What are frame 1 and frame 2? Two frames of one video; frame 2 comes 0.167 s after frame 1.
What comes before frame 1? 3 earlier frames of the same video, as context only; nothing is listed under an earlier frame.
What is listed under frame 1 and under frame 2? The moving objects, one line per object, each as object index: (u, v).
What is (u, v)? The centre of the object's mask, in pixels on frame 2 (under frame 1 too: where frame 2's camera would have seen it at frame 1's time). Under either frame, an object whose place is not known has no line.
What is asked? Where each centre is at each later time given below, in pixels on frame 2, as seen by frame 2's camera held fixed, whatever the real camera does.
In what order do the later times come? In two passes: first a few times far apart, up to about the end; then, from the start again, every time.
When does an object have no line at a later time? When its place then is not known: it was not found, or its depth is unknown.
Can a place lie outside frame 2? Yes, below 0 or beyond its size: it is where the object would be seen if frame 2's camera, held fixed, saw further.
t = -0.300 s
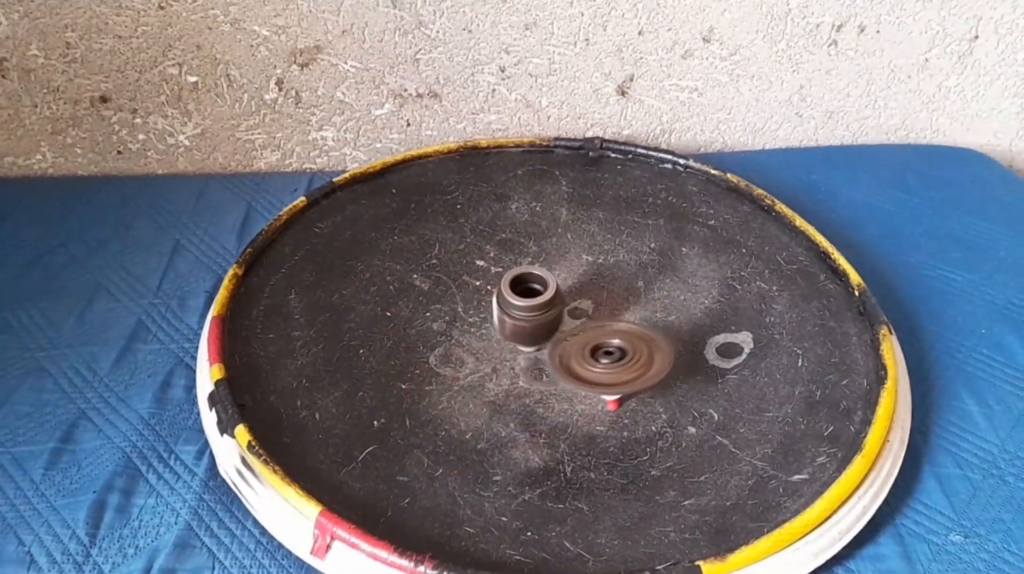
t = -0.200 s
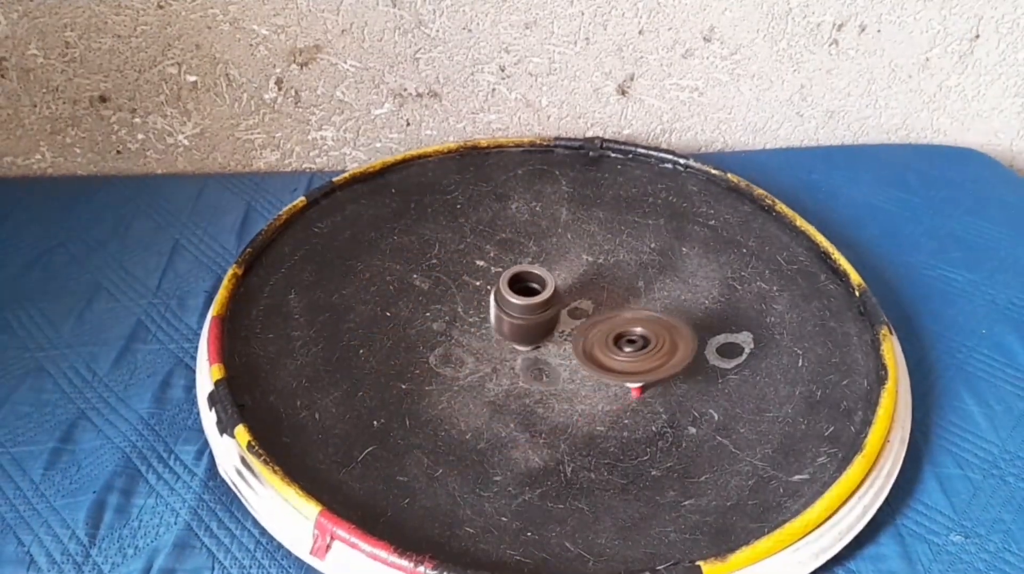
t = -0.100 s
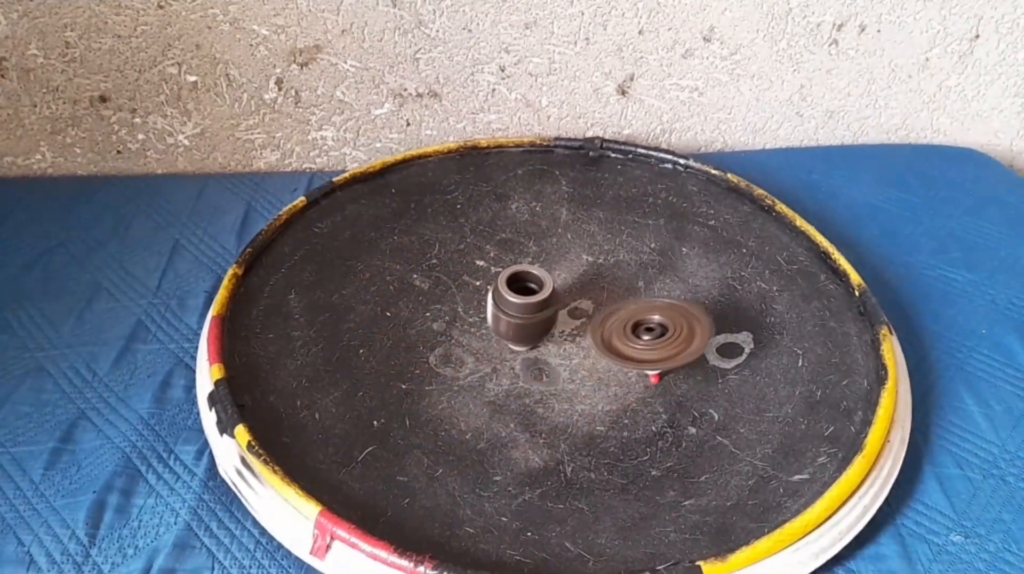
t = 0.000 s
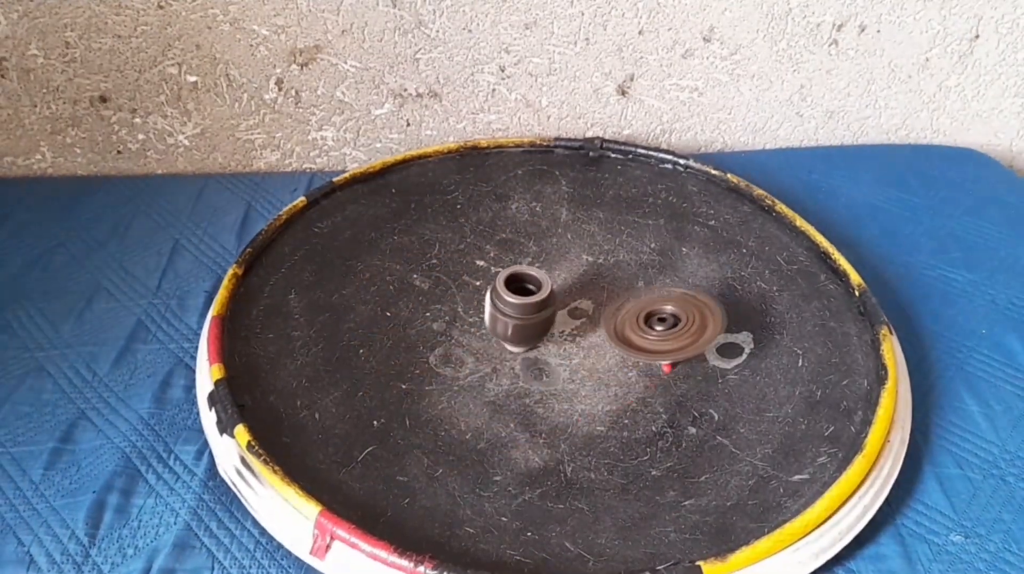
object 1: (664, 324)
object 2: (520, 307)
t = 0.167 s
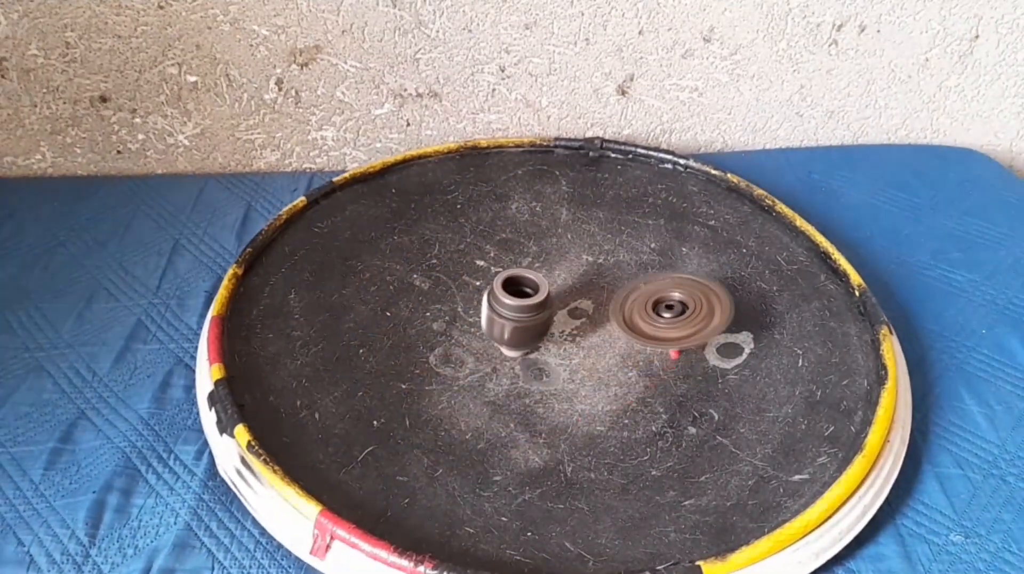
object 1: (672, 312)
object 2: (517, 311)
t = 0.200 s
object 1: (671, 309)
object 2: (517, 312)
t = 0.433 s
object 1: (644, 295)
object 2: (522, 321)
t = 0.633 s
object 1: (611, 278)
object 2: (528, 331)
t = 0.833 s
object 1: (590, 257)
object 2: (531, 337)
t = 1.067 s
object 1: (553, 250)
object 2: (539, 339)
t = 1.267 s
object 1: (515, 257)
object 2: (544, 337)
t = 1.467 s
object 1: (472, 274)
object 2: (547, 330)
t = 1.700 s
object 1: (425, 298)
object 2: (544, 326)
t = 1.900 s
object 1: (403, 319)
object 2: (537, 324)
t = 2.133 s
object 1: (406, 342)
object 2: (528, 325)
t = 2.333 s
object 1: (430, 359)
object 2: (523, 329)
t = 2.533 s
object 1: (442, 380)
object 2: (526, 331)
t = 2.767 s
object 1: (481, 386)
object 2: (537, 324)
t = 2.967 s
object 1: (517, 390)
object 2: (542, 316)
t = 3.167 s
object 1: (558, 379)
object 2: (541, 307)
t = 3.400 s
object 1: (617, 373)
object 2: (531, 302)
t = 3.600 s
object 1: (643, 358)
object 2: (522, 301)
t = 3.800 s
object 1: (645, 336)
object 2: (515, 306)
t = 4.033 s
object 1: (622, 307)
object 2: (517, 316)
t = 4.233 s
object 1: (607, 285)
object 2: (522, 325)
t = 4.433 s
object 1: (584, 267)
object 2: (533, 330)
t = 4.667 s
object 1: (545, 258)
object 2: (553, 330)
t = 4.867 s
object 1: (509, 263)
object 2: (559, 327)
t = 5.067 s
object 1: (481, 280)
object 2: (560, 322)
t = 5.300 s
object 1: (457, 306)
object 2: (553, 319)
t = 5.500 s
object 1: (427, 335)
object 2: (546, 317)
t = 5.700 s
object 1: (421, 356)
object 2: (541, 320)
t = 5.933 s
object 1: (439, 366)
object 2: (538, 324)
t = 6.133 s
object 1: (465, 371)
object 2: (544, 326)
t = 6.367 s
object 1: (479, 386)
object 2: (557, 317)
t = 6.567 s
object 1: (489, 389)
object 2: (563, 306)
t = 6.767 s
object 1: (514, 375)
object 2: (559, 300)
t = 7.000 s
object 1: (547, 362)
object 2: (539, 290)
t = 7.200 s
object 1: (566, 355)
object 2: (520, 292)
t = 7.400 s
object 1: (585, 344)
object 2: (504, 301)
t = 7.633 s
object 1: (612, 326)
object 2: (492, 318)
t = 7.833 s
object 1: (616, 312)
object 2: (497, 333)
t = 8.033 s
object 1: (600, 301)
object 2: (515, 341)
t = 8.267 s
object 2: (537, 346)
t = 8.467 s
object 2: (551, 339)
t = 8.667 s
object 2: (568, 333)
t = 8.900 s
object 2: (570, 328)
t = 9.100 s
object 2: (564, 323)
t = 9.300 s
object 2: (552, 322)
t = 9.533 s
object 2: (539, 328)
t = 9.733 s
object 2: (537, 335)
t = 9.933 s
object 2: (537, 336)
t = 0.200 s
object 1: (671, 309)
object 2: (517, 312)
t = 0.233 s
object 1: (669, 308)
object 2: (517, 313)
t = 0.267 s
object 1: (666, 305)
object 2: (517, 315)
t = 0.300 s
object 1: (663, 303)
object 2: (518, 316)
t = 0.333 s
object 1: (659, 301)
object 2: (519, 317)
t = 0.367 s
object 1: (654, 300)
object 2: (519, 318)
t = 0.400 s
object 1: (649, 297)
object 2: (520, 319)
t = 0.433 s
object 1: (644, 295)
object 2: (522, 321)
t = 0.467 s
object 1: (638, 295)
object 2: (523, 322)
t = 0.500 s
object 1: (630, 293)
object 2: (525, 323)
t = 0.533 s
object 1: (623, 292)
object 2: (526, 325)
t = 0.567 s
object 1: (615, 290)
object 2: (527, 326)
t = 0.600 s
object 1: (613, 284)
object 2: (527, 328)
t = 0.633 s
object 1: (611, 278)
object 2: (528, 331)
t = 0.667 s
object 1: (608, 273)
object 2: (528, 332)
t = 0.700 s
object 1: (605, 269)
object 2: (529, 333)
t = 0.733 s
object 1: (601, 265)
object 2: (529, 334)
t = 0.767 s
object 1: (597, 261)
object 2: (530, 335)
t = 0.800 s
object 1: (594, 259)
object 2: (530, 336)
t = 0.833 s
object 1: (590, 257)
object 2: (531, 337)
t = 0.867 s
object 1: (585, 254)
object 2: (532, 337)
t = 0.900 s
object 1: (580, 253)
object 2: (534, 338)
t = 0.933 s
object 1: (576, 252)
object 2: (535, 339)
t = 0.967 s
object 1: (571, 251)
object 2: (536, 340)
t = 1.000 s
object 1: (565, 250)
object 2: (537, 340)
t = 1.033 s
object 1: (559, 250)
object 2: (538, 340)
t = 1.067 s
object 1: (553, 250)
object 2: (539, 339)
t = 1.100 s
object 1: (547, 250)
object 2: (540, 339)
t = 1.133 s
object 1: (540, 251)
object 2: (541, 339)
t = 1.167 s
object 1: (533, 252)
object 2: (542, 339)
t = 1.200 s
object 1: (527, 254)
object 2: (543, 338)
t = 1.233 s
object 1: (521, 256)
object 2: (544, 337)
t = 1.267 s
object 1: (515, 257)
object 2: (544, 337)
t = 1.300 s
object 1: (508, 259)
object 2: (545, 336)
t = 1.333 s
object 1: (500, 262)
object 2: (547, 335)
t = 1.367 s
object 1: (493, 265)
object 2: (547, 333)
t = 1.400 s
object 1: (485, 268)
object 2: (547, 332)
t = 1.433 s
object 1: (478, 270)
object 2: (547, 331)
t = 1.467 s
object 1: (472, 274)
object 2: (547, 330)
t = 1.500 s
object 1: (464, 277)
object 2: (547, 330)
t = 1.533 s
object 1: (457, 280)
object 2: (546, 329)
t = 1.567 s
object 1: (450, 284)
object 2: (546, 329)
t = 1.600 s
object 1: (444, 287)
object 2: (546, 328)
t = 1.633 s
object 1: (437, 291)
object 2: (546, 327)
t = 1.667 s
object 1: (432, 294)
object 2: (545, 327)
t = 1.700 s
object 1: (425, 298)
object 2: (544, 326)
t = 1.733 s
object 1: (421, 301)
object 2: (543, 325)
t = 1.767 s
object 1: (416, 305)
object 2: (542, 325)
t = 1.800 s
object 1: (412, 309)
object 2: (541, 324)
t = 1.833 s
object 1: (409, 312)
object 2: (539, 324)
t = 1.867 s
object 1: (405, 316)
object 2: (538, 324)
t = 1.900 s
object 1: (403, 319)
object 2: (537, 324)
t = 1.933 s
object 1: (402, 322)
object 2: (535, 324)
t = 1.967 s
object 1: (401, 325)
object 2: (534, 324)
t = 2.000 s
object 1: (401, 328)
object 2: (533, 324)
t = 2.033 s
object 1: (402, 331)
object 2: (531, 324)
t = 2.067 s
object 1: (402, 333)
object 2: (530, 324)
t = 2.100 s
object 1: (404, 339)
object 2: (529, 324)
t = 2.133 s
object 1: (406, 342)
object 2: (528, 325)
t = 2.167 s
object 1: (408, 345)
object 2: (527, 325)
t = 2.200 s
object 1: (411, 348)
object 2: (526, 326)
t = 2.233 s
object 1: (415, 351)
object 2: (525, 327)
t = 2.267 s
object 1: (421, 354)
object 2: (524, 327)
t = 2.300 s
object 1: (426, 356)
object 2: (523, 328)
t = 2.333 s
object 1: (430, 359)
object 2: (523, 329)
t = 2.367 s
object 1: (430, 364)
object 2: (523, 329)
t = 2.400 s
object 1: (431, 368)
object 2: (523, 330)
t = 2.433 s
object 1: (433, 372)
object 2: (523, 330)
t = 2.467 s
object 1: (435, 375)
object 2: (524, 331)
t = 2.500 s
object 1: (438, 377)
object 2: (525, 331)
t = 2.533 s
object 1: (442, 380)
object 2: (526, 331)
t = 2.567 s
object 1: (446, 381)
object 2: (527, 331)
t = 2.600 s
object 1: (451, 382)
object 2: (528, 330)
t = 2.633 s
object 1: (457, 383)
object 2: (530, 330)
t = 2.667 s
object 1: (463, 383)
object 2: (532, 328)
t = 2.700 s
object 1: (470, 383)
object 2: (535, 327)
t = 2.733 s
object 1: (476, 385)
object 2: (537, 325)
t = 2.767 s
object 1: (481, 386)
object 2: (537, 324)
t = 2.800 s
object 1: (486, 386)
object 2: (538, 322)
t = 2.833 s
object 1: (493, 386)
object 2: (539, 321)
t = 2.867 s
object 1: (498, 388)
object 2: (540, 320)
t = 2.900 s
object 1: (504, 390)
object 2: (541, 319)
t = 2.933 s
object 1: (511, 390)
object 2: (542, 318)
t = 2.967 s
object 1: (517, 390)
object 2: (542, 316)
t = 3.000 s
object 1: (524, 389)
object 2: (543, 315)
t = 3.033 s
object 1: (531, 387)
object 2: (542, 313)
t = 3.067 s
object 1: (537, 386)
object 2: (542, 312)
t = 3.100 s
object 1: (544, 384)
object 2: (542, 310)
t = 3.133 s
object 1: (551, 381)
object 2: (542, 308)
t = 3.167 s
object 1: (558, 379)
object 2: (541, 307)
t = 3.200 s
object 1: (566, 378)
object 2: (539, 306)
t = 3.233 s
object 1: (576, 378)
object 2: (538, 306)
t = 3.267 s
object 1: (585, 378)
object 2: (537, 305)
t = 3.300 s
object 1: (593, 377)
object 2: (535, 304)
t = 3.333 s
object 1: (601, 375)
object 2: (534, 303)
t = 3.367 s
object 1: (609, 374)
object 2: (533, 302)
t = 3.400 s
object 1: (617, 373)
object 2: (531, 302)
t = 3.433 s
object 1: (624, 371)
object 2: (530, 301)
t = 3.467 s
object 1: (630, 370)
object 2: (528, 301)
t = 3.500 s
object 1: (635, 367)
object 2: (527, 301)
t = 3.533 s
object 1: (638, 365)
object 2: (525, 301)
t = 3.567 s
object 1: (640, 362)
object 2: (524, 300)
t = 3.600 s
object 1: (643, 358)
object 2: (522, 301)
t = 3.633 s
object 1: (646, 355)
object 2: (521, 301)
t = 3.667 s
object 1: (647, 351)
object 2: (519, 302)
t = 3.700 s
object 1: (646, 347)
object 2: (518, 302)
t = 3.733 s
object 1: (646, 344)
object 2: (517, 303)
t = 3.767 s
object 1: (646, 340)
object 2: (516, 304)
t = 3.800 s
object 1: (645, 336)
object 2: (515, 306)
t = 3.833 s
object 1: (644, 332)
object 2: (515, 307)
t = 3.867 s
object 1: (641, 328)
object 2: (515, 308)
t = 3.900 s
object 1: (639, 324)
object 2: (515, 309)
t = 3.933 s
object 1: (636, 320)
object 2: (515, 311)
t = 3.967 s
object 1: (632, 315)
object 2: (516, 313)
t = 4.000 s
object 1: (628, 311)
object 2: (516, 314)
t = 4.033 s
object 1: (622, 307)
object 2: (517, 316)
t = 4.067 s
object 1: (619, 304)
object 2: (518, 317)
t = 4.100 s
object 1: (617, 300)
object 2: (518, 319)
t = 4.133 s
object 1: (615, 296)
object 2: (519, 321)
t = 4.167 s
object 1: (612, 292)
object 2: (520, 322)
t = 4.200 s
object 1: (610, 287)
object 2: (521, 324)
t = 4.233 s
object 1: (607, 285)
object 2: (522, 325)
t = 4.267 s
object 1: (604, 281)
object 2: (523, 326)
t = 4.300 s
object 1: (601, 278)
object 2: (525, 327)
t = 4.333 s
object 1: (597, 275)
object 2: (526, 327)
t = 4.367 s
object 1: (594, 272)
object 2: (528, 329)
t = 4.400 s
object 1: (589, 270)
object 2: (530, 329)
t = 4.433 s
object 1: (584, 267)
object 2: (533, 330)
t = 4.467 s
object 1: (579, 265)
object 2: (537, 330)
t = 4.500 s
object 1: (574, 264)
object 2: (540, 330)
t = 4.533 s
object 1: (569, 263)
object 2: (542, 330)
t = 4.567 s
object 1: (563, 263)
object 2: (544, 330)
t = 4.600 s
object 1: (557, 261)
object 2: (548, 331)
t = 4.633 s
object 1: (550, 259)
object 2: (551, 331)
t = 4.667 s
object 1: (545, 258)
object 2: (553, 330)
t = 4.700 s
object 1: (538, 258)
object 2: (554, 329)
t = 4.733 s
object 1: (533, 258)
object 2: (555, 329)
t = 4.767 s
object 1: (527, 258)
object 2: (557, 329)
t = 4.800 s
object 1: (520, 260)
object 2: (558, 328)
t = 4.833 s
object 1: (515, 262)
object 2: (559, 328)
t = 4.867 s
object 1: (509, 263)
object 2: (559, 327)
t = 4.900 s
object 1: (504, 265)
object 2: (560, 326)
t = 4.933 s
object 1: (499, 268)
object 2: (560, 326)
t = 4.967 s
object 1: (495, 271)
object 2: (560, 325)
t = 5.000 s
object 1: (490, 273)
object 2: (560, 324)
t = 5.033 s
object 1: (486, 277)
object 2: (561, 323)
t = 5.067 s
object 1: (481, 280)
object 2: (560, 322)
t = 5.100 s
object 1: (475, 284)
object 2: (560, 322)
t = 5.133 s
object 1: (472, 287)
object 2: (559, 321)
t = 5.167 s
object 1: (468, 291)
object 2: (558, 320)
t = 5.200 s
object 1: (464, 294)
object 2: (557, 319)
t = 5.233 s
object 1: (462, 298)
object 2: (556, 319)
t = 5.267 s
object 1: (460, 301)
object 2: (554, 319)
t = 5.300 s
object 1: (457, 306)
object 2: (553, 319)
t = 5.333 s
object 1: (454, 312)
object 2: (552, 318)
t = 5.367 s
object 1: (448, 317)
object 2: (552, 318)
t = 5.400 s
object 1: (441, 321)
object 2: (551, 317)
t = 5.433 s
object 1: (435, 327)
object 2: (549, 317)
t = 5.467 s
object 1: (431, 331)
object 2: (548, 317)
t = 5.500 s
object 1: (427, 335)
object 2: (546, 317)
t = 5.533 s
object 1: (424, 339)
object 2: (545, 318)
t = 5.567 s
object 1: (422, 343)
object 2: (544, 318)
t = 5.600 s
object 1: (421, 347)
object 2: (544, 318)
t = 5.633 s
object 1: (421, 349)
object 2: (543, 319)
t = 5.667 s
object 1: (422, 353)
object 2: (542, 319)
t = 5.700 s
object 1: (421, 356)
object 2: (541, 320)
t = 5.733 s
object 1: (422, 357)
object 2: (540, 320)
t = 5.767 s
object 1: (423, 359)
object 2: (540, 321)
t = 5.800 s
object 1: (424, 361)
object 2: (539, 322)
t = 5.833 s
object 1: (428, 362)
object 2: (539, 322)
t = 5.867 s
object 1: (431, 364)
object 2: (538, 323)
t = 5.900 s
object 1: (434, 365)
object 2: (538, 323)
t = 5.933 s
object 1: (439, 366)
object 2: (538, 324)
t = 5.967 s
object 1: (447, 366)
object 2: (538, 325)
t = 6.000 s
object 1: (452, 366)
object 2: (539, 325)
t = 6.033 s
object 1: (457, 367)
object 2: (540, 325)
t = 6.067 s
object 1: (459, 368)
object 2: (541, 325)
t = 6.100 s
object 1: (462, 370)
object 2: (542, 326)
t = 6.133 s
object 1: (465, 371)
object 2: (544, 326)
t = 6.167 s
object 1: (469, 371)
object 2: (546, 326)
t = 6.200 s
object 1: (472, 372)
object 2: (548, 325)
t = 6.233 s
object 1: (476, 372)
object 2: (549, 324)
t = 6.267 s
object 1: (476, 376)
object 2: (551, 324)
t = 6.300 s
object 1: (477, 381)
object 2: (553, 322)
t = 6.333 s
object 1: (477, 383)
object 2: (555, 320)
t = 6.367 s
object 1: (479, 386)
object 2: (557, 317)
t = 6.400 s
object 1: (479, 388)
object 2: (559, 316)
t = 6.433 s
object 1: (480, 389)
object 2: (560, 314)
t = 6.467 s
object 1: (482, 389)
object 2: (561, 312)
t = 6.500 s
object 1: (482, 390)
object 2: (562, 310)
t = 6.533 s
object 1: (484, 390)
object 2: (563, 308)
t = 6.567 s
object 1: (489, 389)
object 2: (563, 306)
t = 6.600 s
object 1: (490, 388)
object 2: (563, 305)
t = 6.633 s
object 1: (494, 387)
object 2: (562, 304)
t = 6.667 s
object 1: (498, 385)
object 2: (562, 303)
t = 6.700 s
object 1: (502, 382)
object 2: (561, 302)
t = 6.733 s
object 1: (508, 379)
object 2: (560, 301)
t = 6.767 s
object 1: (514, 375)
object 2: (559, 300)
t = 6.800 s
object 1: (518, 372)
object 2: (556, 299)
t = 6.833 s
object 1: (524, 368)
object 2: (555, 297)
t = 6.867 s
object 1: (528, 364)
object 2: (553, 295)
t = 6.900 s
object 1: (534, 363)
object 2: (549, 292)
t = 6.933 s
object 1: (538, 362)
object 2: (546, 291)
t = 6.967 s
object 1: (543, 362)
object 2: (542, 291)
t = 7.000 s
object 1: (547, 362)
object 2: (539, 290)
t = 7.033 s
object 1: (549, 361)
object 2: (536, 290)
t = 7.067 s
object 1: (552, 360)
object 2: (533, 290)
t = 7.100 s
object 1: (556, 358)
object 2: (529, 289)
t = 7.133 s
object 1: (560, 358)
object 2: (527, 291)
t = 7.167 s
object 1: (564, 356)
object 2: (523, 291)
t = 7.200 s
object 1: (566, 355)
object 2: (520, 292)
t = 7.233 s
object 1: (571, 355)
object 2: (517, 293)
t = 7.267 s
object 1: (574, 352)
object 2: (514, 293)
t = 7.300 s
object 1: (577, 351)
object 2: (511, 296)
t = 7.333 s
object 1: (581, 348)
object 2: (508, 297)
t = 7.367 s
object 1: (581, 347)
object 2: (506, 299)
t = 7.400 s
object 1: (585, 344)
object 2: (504, 301)
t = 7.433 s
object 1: (586, 340)
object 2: (502, 303)
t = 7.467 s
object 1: (592, 339)
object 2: (499, 305)
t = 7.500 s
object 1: (599, 336)
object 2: (497, 308)
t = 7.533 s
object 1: (602, 334)
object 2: (495, 311)
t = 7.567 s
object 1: (606, 331)
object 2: (494, 313)
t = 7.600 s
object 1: (609, 329)
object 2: (492, 315)
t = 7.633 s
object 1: (612, 326)
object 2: (492, 318)
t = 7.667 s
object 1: (614, 324)
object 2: (492, 321)
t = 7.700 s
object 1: (616, 321)
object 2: (492, 323)
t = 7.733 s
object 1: (617, 319)
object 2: (493, 326)
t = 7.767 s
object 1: (618, 316)
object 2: (494, 328)
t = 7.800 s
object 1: (617, 314)
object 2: (495, 331)
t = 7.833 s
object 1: (616, 312)
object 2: (497, 333)
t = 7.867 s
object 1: (616, 310)
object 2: (500, 335)
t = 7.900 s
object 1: (613, 307)
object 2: (502, 337)
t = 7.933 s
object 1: (611, 306)
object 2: (506, 338)
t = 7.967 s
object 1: (607, 304)
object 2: (509, 339)
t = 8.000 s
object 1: (604, 303)
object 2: (512, 340)
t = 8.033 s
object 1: (600, 301)
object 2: (515, 341)
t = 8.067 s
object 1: (599, 298)
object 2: (518, 343)
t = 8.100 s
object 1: (596, 295)
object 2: (521, 344)
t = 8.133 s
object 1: (595, 291)
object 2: (524, 345)
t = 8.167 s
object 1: (592, 284)
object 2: (528, 346)
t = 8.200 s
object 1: (591, 282)
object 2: (530, 346)
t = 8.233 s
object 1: (588, 278)
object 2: (534, 346)
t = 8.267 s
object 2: (537, 346)
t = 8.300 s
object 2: (540, 345)
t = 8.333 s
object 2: (542, 344)
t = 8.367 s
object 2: (544, 343)
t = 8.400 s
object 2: (547, 342)
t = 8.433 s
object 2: (550, 341)
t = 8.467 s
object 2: (551, 339)
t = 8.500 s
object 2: (553, 337)
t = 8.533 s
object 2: (555, 335)
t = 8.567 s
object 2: (556, 333)
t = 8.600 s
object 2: (562, 334)
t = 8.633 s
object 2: (567, 334)
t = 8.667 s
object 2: (568, 333)
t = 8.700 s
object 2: (568, 332)
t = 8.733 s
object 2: (568, 332)
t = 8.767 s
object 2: (569, 331)
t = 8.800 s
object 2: (570, 330)
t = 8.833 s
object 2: (570, 330)
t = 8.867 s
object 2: (570, 329)
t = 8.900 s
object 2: (570, 328)
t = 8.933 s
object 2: (570, 327)
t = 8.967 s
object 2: (569, 326)
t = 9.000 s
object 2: (568, 325)
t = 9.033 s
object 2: (566, 324)
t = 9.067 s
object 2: (565, 323)
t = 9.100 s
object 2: (564, 323)
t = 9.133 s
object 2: (562, 322)
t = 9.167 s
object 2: (560, 322)
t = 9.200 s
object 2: (558, 322)
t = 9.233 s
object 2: (556, 322)
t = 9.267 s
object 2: (553, 322)
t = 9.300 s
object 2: (552, 322)
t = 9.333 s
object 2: (549, 323)
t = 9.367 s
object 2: (546, 323)
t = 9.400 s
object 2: (544, 324)
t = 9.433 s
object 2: (541, 325)
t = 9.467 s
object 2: (540, 326)
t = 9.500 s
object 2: (539, 327)
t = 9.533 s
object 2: (539, 328)
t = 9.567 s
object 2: (538, 330)
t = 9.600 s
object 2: (537, 331)
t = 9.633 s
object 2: (536, 332)
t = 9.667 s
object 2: (536, 333)
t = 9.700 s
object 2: (537, 334)
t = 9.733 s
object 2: (537, 335)
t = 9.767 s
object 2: (537, 335)
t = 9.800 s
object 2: (537, 335)
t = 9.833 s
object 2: (537, 336)
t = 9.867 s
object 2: (537, 336)
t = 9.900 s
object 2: (537, 336)
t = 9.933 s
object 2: (537, 336)
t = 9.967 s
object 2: (538, 336)
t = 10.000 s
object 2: (538, 336)
